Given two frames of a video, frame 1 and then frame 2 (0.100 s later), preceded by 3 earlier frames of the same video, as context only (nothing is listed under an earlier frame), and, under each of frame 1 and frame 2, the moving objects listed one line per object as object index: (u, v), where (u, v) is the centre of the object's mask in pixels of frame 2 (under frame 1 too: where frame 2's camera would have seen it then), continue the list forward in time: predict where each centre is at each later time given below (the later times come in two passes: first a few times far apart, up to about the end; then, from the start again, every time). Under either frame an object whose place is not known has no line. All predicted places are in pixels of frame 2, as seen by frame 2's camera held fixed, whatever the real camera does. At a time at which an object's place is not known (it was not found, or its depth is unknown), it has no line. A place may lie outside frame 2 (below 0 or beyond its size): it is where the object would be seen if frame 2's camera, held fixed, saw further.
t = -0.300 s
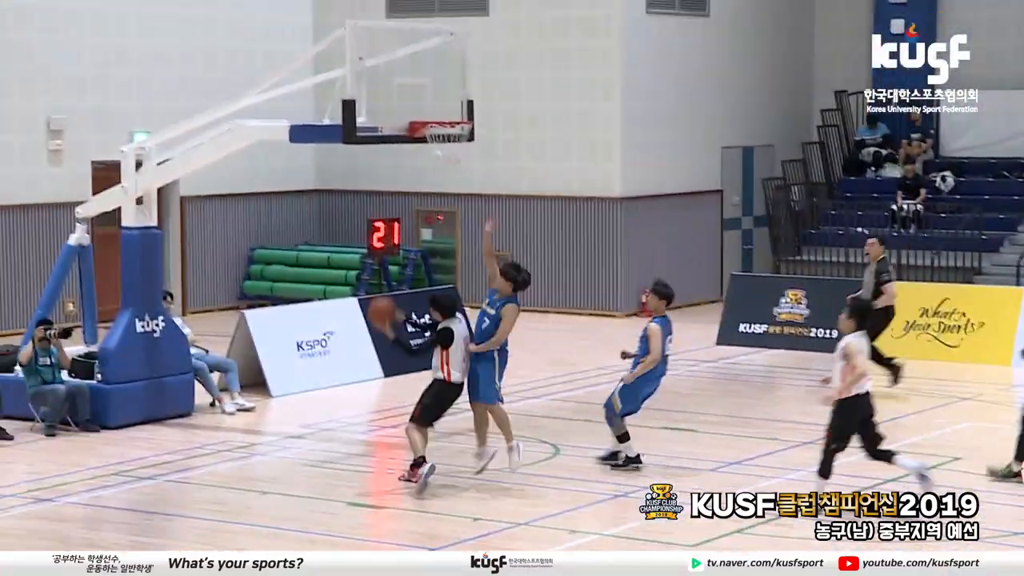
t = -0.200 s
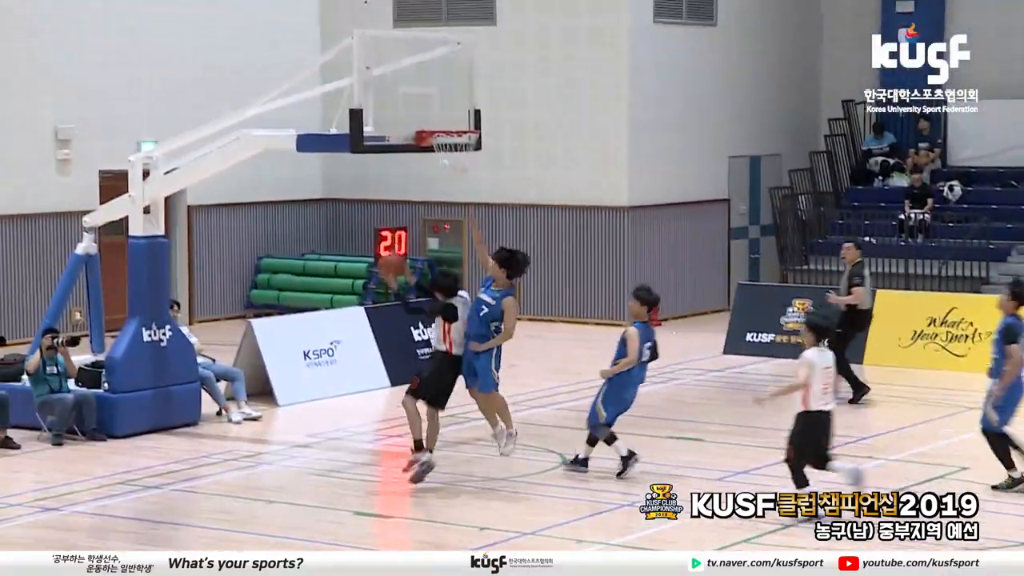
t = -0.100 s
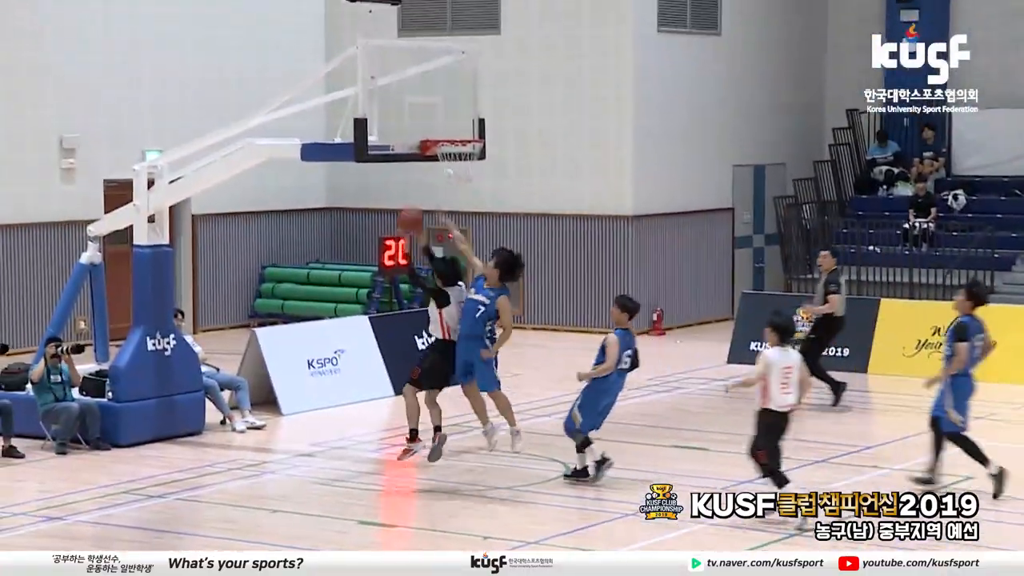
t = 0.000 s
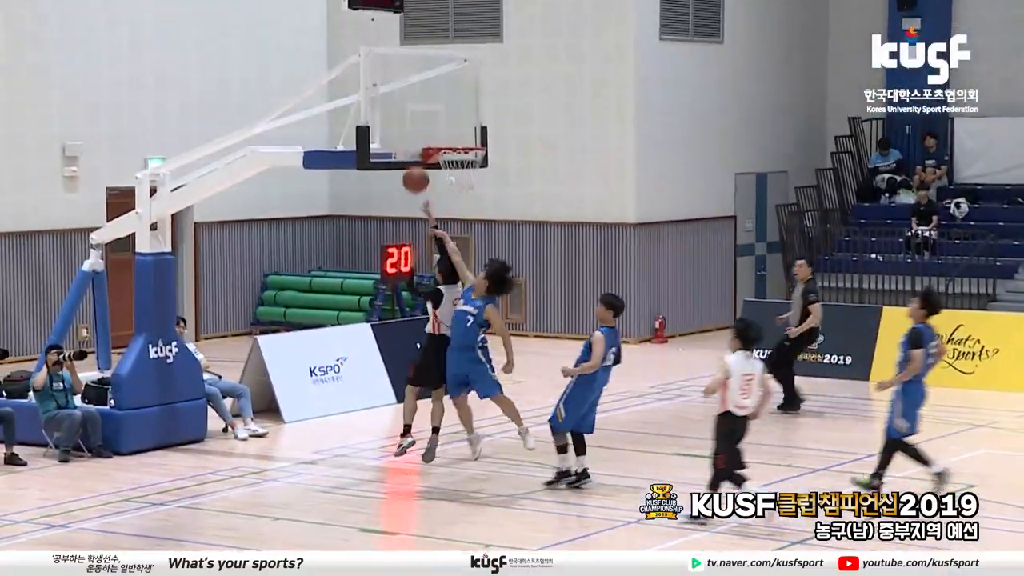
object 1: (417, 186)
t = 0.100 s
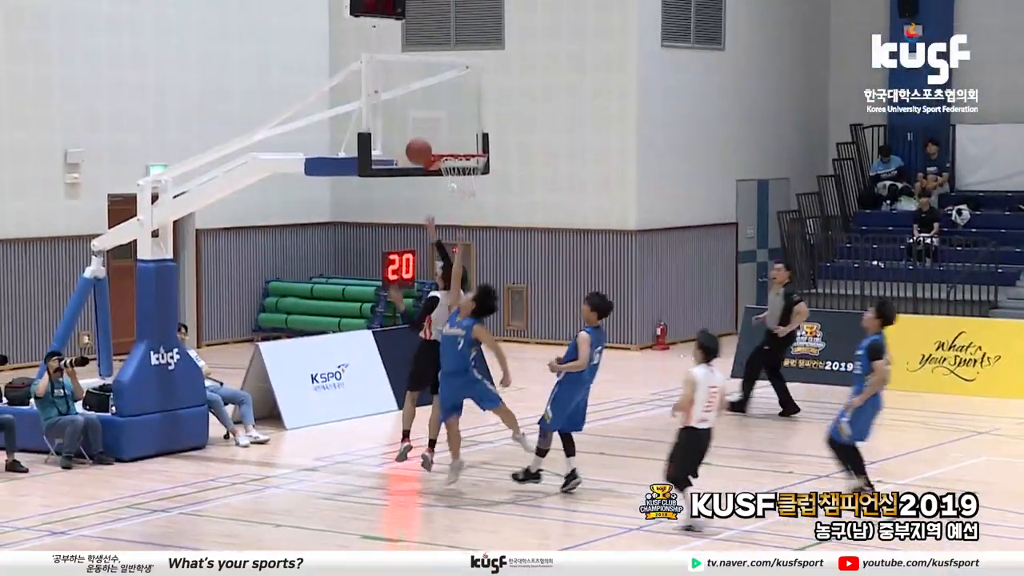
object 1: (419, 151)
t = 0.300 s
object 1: (441, 123)
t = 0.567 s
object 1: (489, 136)
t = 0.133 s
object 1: (419, 142)
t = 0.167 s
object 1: (420, 134)
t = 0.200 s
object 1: (420, 128)
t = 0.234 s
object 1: (427, 125)
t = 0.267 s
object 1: (434, 123)
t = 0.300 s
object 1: (441, 123)
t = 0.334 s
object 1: (448, 123)
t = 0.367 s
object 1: (456, 125)
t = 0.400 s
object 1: (463, 128)
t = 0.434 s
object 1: (470, 132)
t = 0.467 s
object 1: (477, 137)
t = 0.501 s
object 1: (483, 143)
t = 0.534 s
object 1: (486, 139)
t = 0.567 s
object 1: (489, 136)
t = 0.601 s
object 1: (492, 135)
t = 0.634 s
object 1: (495, 134)
